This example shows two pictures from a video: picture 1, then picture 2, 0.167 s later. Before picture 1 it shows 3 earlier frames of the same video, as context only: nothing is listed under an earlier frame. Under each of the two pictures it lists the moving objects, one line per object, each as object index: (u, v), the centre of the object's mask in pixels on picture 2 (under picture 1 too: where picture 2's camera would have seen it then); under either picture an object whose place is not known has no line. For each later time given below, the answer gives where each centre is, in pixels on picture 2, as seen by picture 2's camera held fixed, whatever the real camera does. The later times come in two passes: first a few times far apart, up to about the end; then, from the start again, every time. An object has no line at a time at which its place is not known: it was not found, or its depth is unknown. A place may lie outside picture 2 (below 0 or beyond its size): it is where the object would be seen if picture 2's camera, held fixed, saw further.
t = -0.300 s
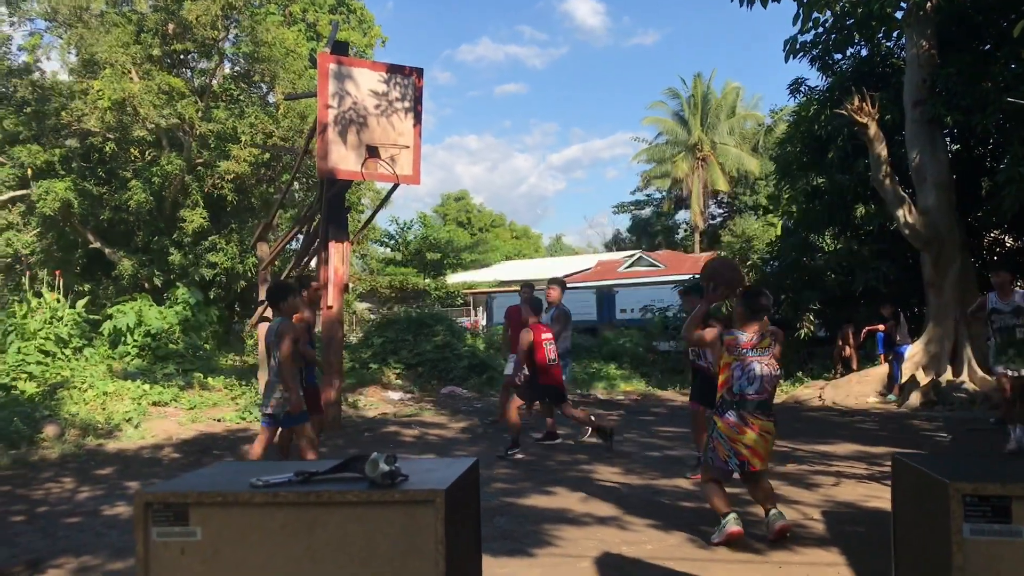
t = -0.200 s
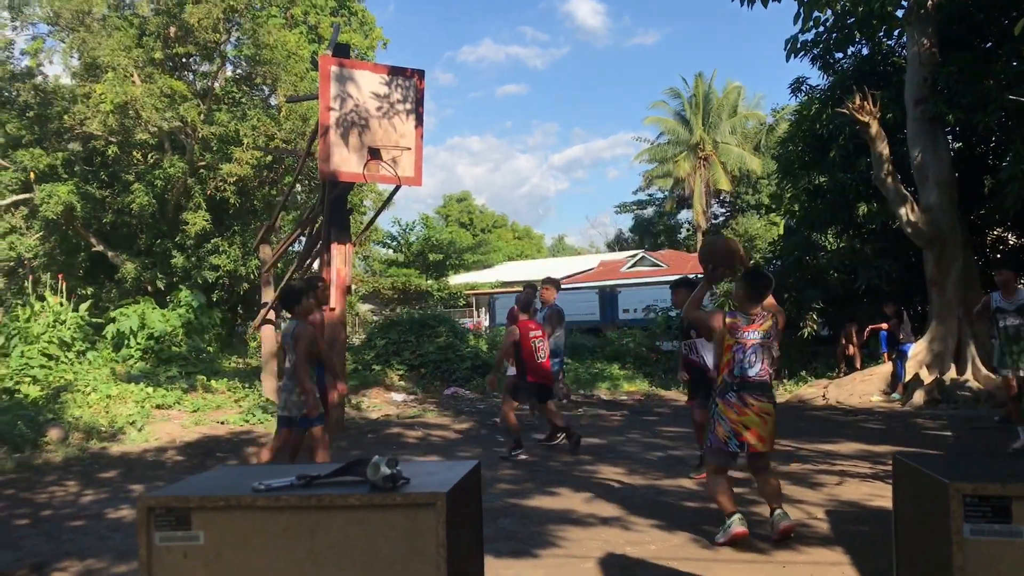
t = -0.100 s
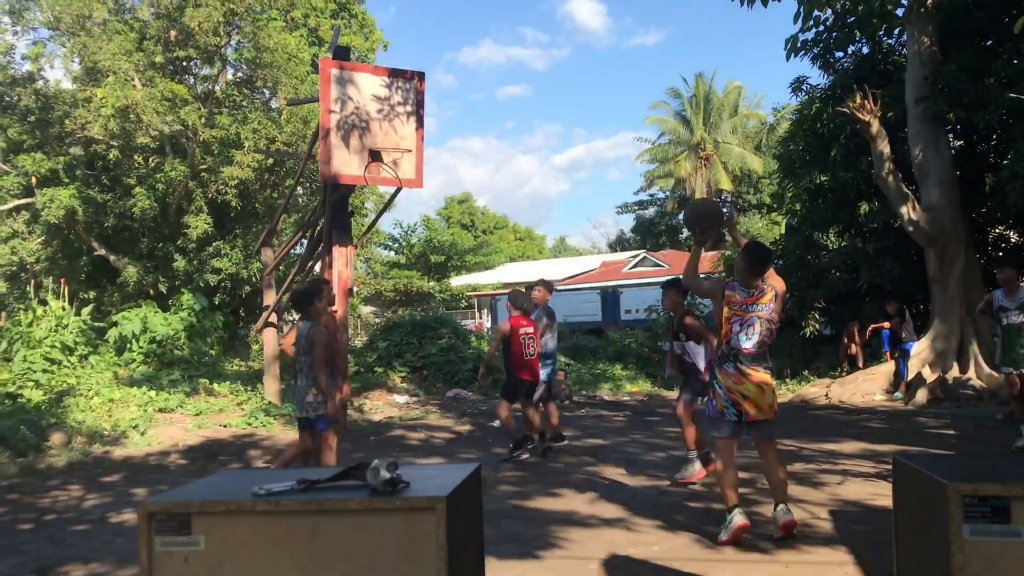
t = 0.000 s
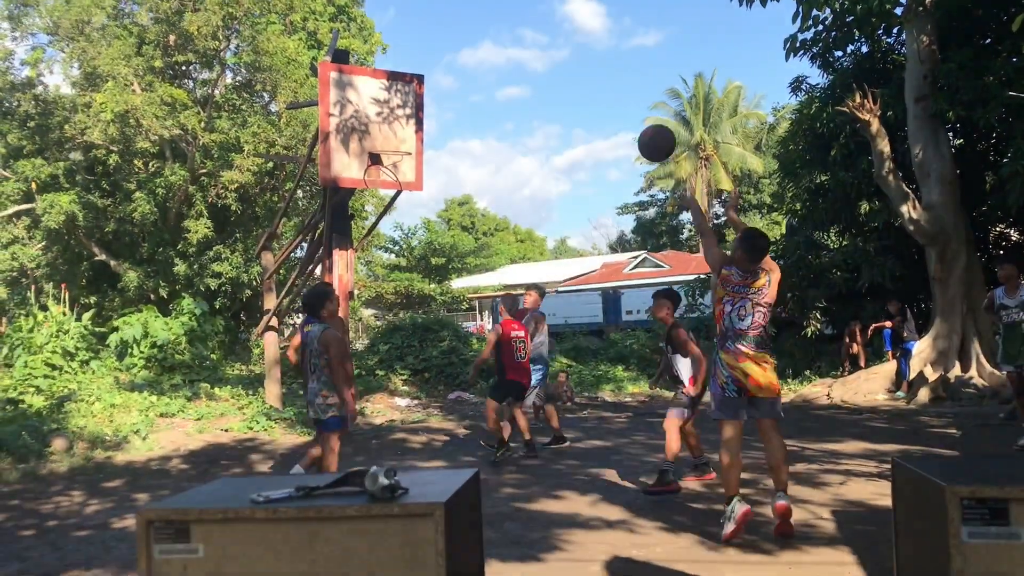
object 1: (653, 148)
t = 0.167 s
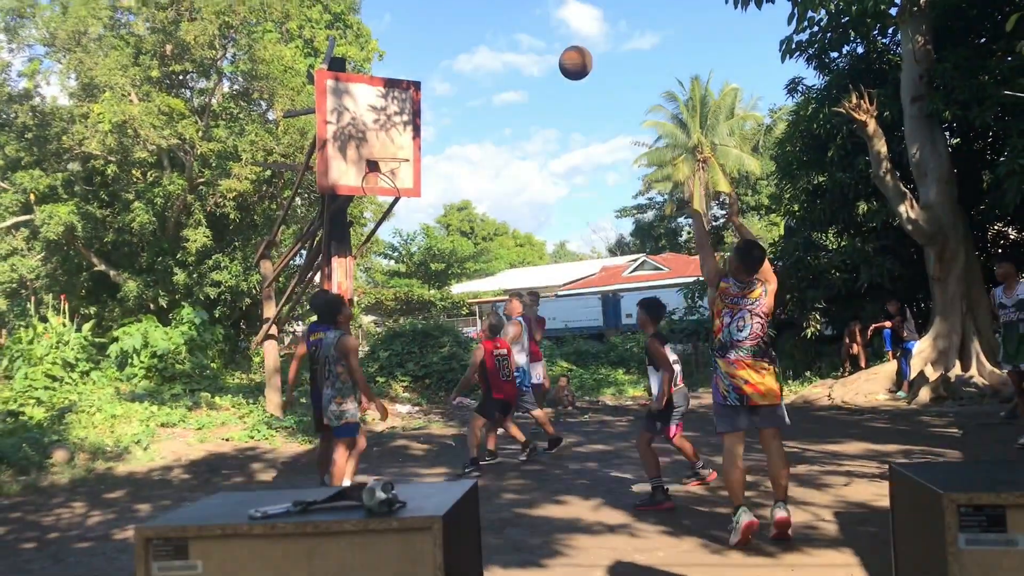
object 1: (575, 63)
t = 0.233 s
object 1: (549, 44)
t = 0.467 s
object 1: (474, 27)
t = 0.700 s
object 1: (418, 71)
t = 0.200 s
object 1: (562, 52)
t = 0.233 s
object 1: (549, 44)
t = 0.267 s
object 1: (537, 37)
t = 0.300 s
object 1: (525, 32)
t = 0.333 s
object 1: (514, 28)
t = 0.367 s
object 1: (504, 26)
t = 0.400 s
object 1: (493, 25)
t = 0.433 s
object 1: (484, 25)
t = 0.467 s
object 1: (474, 27)
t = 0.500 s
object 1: (465, 30)
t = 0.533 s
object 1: (457, 34)
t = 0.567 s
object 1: (448, 40)
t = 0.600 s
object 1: (441, 46)
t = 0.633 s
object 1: (433, 53)
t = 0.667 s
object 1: (426, 62)
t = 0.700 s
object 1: (418, 71)
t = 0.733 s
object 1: (412, 81)
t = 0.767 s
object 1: (406, 92)
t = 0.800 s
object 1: (399, 102)
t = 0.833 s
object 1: (393, 116)
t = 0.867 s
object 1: (387, 129)
